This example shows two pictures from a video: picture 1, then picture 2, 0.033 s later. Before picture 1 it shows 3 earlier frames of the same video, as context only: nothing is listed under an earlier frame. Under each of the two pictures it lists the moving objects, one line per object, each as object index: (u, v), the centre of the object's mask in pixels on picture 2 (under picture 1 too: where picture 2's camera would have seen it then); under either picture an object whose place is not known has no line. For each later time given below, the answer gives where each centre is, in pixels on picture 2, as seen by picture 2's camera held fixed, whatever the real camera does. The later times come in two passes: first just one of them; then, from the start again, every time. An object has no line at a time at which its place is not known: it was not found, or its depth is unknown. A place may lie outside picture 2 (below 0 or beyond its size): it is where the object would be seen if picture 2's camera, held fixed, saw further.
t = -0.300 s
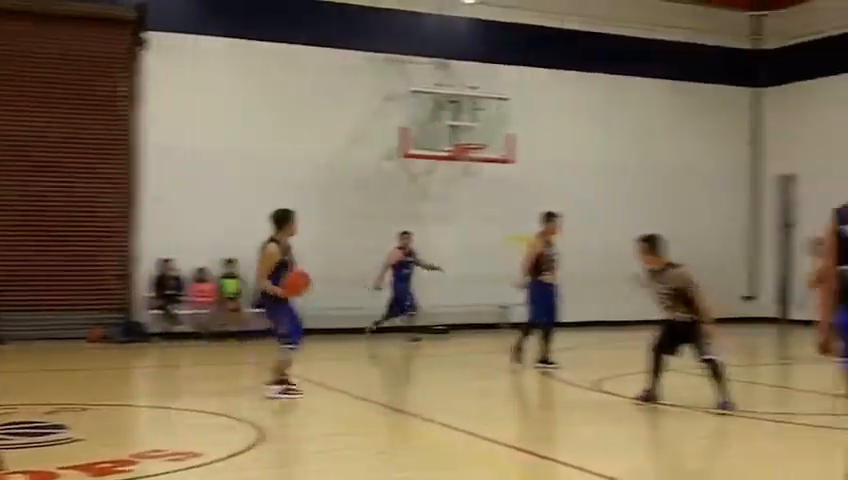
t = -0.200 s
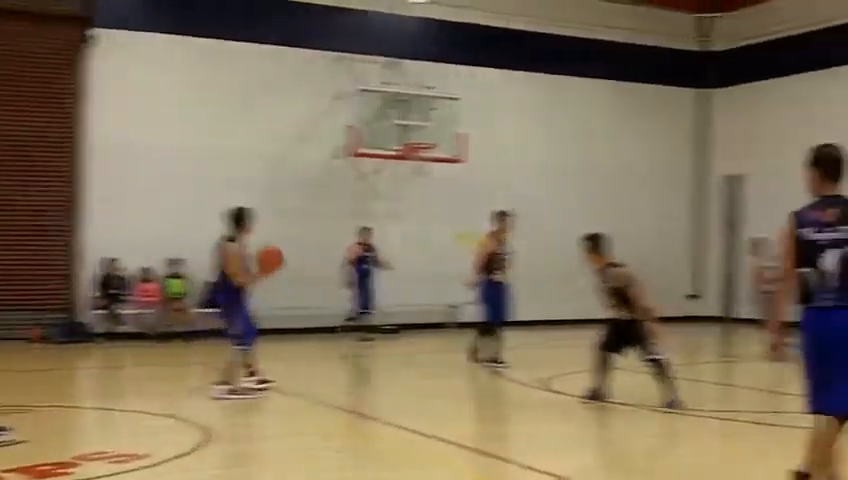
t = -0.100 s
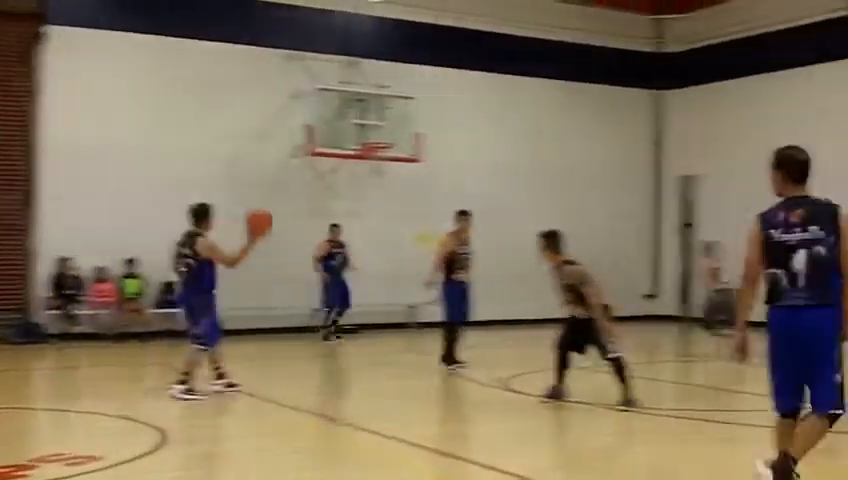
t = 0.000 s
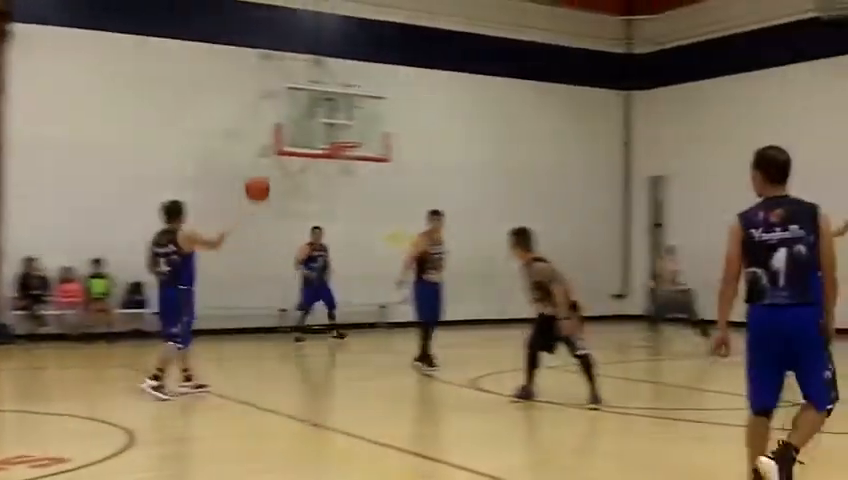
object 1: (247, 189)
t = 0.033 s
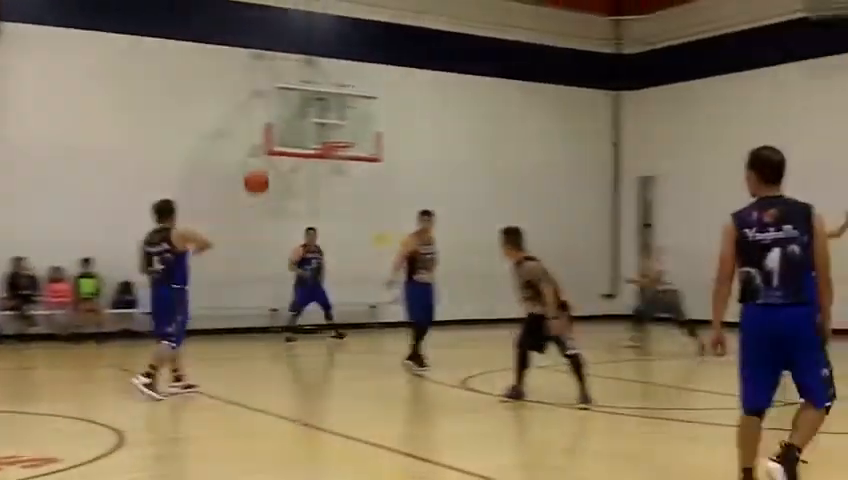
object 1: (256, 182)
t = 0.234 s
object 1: (298, 168)
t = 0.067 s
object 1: (264, 176)
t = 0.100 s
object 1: (271, 172)
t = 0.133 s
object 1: (278, 170)
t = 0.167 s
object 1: (285, 168)
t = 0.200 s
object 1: (292, 168)
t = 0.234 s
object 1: (298, 168)
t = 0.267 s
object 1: (304, 169)
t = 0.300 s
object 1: (310, 172)
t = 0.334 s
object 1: (315, 174)
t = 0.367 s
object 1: (320, 178)
